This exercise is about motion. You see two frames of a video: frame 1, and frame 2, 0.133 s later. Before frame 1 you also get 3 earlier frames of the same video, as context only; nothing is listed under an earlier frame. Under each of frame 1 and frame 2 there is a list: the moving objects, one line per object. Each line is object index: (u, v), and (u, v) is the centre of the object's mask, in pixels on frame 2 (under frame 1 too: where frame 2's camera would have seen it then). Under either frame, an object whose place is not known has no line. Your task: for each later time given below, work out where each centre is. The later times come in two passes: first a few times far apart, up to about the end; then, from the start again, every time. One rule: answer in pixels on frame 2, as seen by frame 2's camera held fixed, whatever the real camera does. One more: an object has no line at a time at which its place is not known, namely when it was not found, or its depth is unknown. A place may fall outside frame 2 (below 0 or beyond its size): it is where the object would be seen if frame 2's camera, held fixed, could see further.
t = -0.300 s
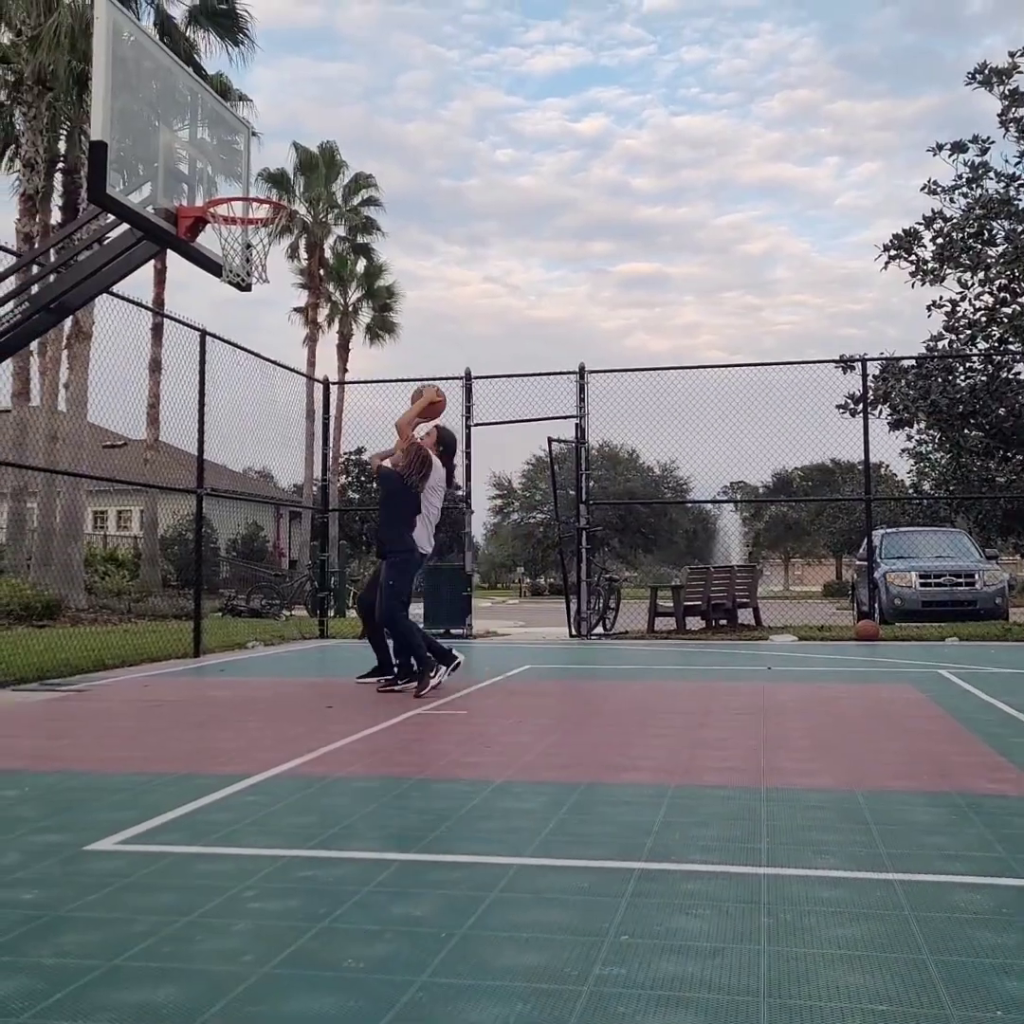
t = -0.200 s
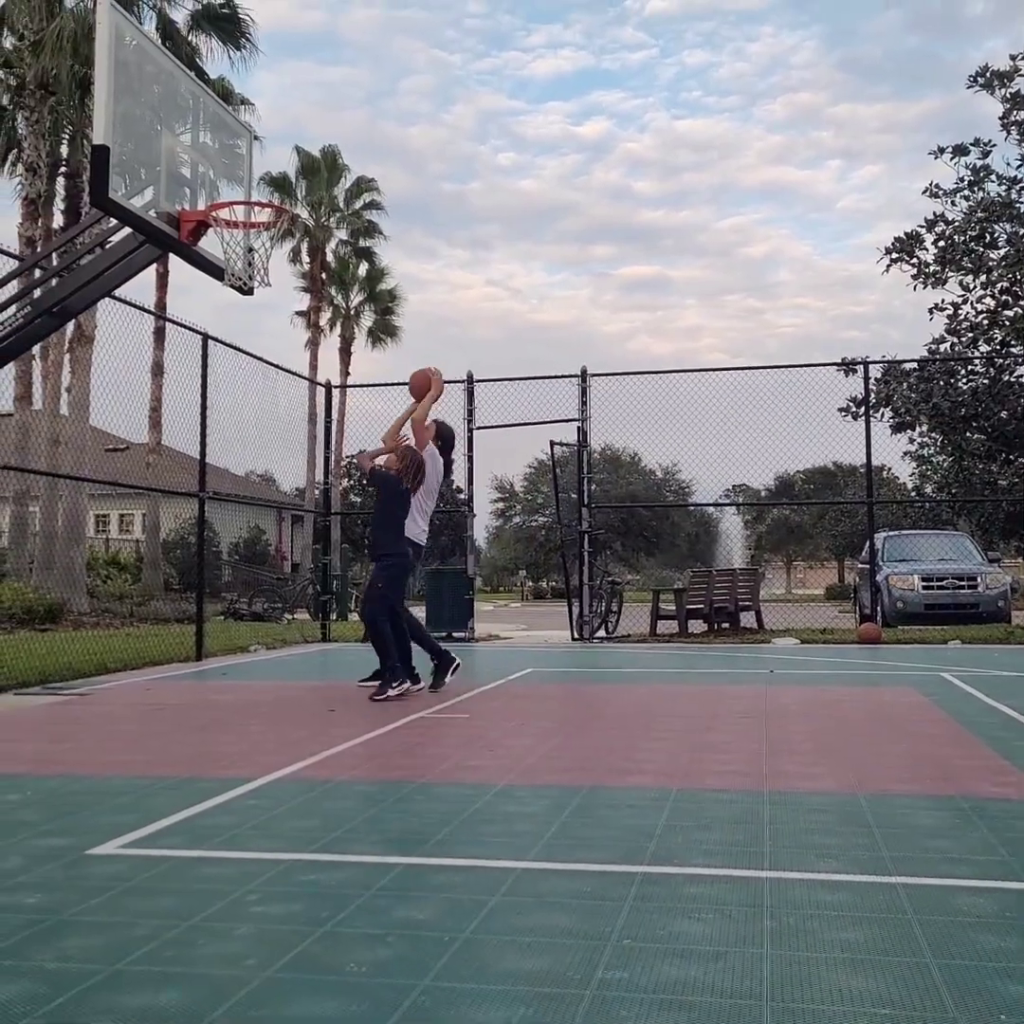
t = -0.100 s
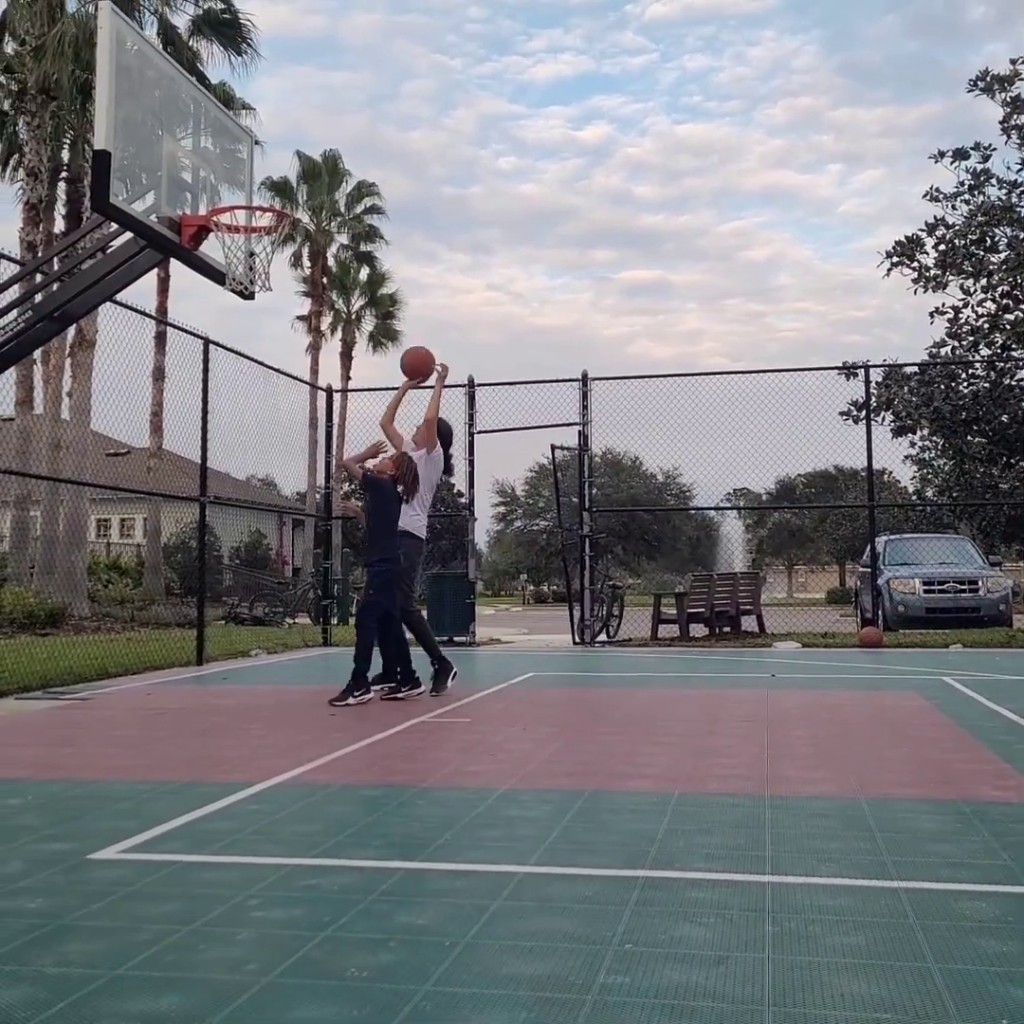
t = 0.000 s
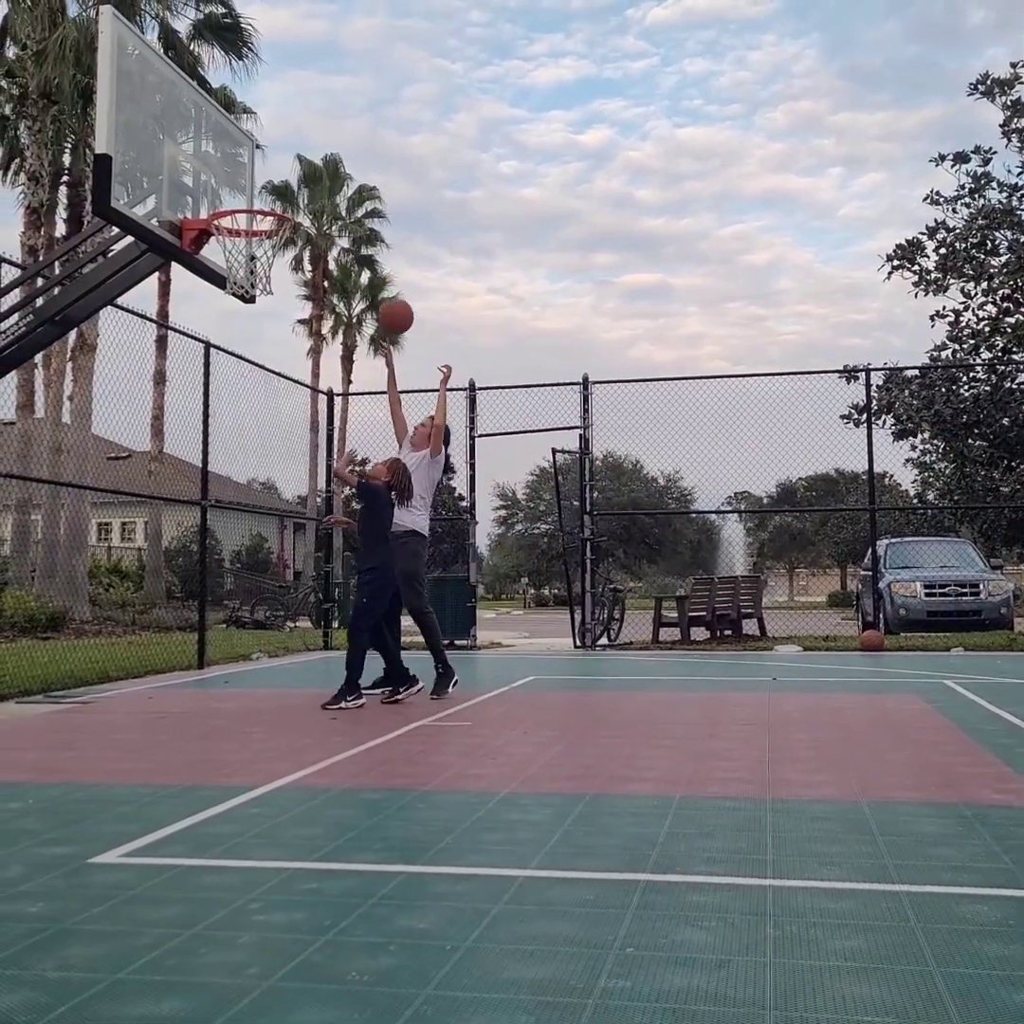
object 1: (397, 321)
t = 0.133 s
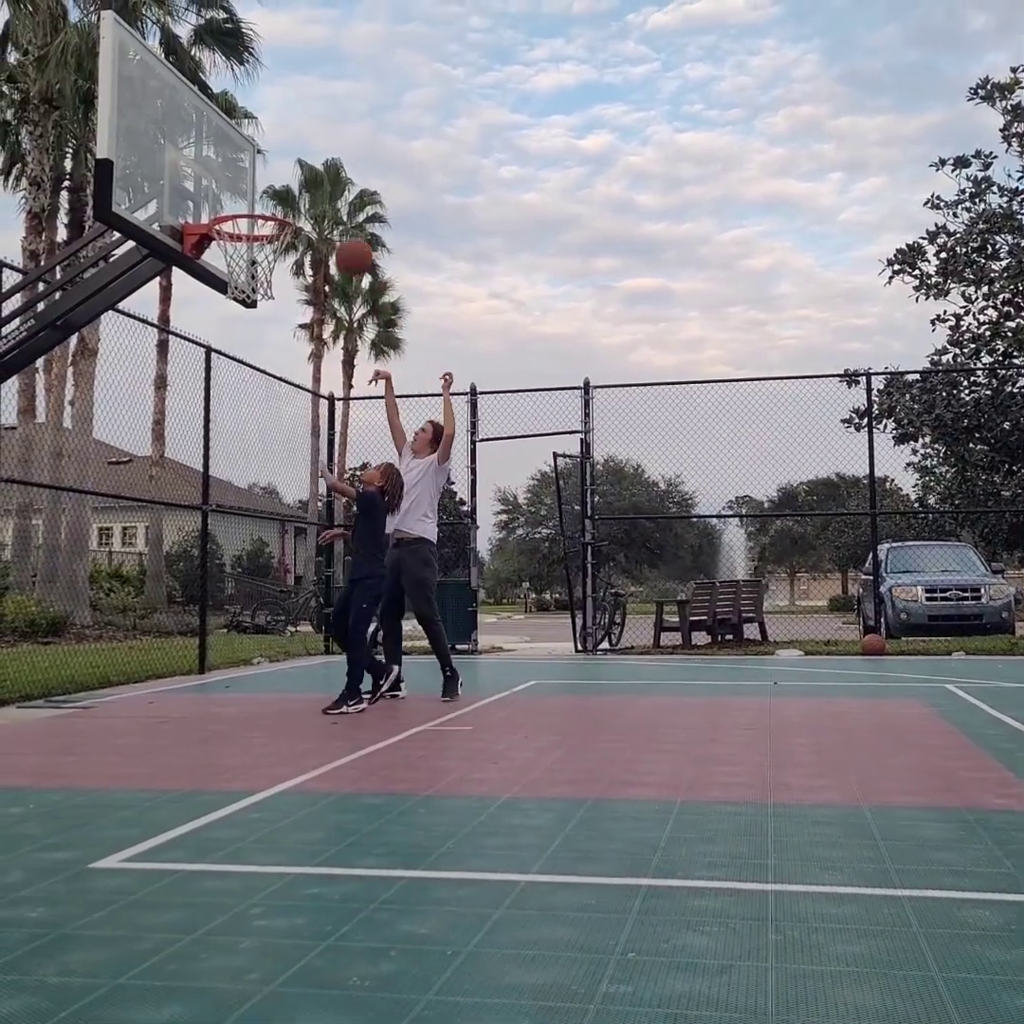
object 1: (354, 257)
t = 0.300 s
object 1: (297, 207)
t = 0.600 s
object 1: (229, 198)
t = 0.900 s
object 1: (276, 196)
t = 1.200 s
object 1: (298, 195)
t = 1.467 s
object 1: (325, 279)
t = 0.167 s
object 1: (344, 244)
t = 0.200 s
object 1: (331, 232)
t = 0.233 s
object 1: (320, 222)
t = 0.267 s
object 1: (309, 214)
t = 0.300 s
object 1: (297, 207)
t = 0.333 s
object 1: (285, 201)
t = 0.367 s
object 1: (274, 198)
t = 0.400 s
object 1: (260, 196)
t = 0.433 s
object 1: (248, 196)
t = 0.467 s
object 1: (234, 197)
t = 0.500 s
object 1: (221, 200)
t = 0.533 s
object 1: (218, 203)
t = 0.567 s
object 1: (222, 203)
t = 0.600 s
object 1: (229, 198)
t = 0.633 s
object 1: (235, 194)
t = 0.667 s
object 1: (240, 190)
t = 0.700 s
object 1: (246, 188)
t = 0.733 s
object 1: (251, 188)
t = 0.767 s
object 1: (257, 188)
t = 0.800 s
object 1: (262, 191)
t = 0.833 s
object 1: (269, 196)
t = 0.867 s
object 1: (274, 199)
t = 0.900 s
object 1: (276, 196)
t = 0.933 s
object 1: (277, 193)
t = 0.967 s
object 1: (279, 192)
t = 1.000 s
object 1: (281, 192)
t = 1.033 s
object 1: (283, 195)
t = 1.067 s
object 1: (285, 198)
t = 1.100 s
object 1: (288, 195)
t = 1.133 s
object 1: (291, 192)
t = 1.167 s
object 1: (293, 193)
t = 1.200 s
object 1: (298, 195)
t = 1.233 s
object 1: (301, 199)
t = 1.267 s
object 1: (305, 204)
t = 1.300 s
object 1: (308, 211)
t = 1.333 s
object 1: (312, 222)
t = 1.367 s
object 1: (314, 233)
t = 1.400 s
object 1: (318, 246)
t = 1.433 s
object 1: (322, 262)
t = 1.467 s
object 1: (325, 279)
